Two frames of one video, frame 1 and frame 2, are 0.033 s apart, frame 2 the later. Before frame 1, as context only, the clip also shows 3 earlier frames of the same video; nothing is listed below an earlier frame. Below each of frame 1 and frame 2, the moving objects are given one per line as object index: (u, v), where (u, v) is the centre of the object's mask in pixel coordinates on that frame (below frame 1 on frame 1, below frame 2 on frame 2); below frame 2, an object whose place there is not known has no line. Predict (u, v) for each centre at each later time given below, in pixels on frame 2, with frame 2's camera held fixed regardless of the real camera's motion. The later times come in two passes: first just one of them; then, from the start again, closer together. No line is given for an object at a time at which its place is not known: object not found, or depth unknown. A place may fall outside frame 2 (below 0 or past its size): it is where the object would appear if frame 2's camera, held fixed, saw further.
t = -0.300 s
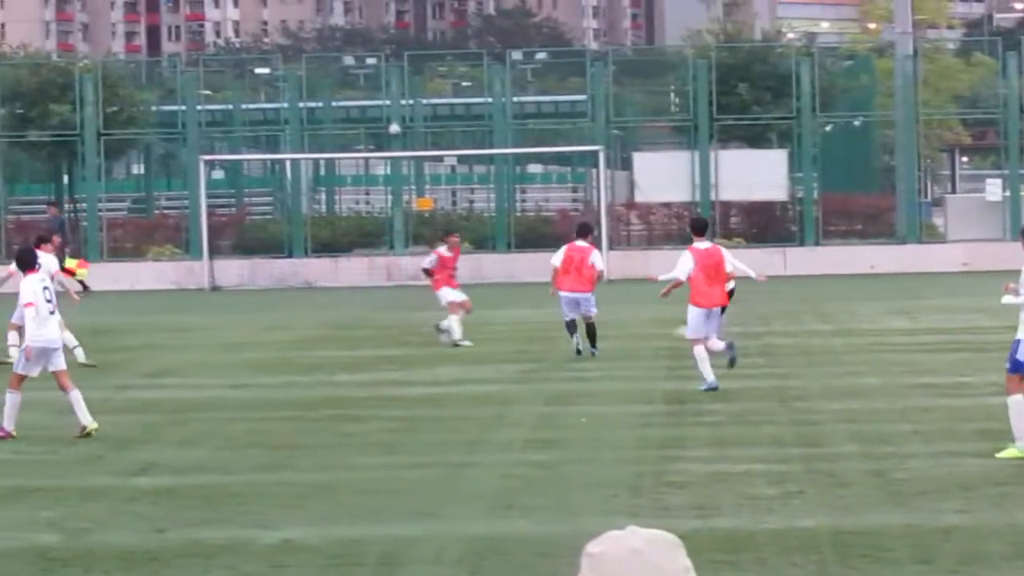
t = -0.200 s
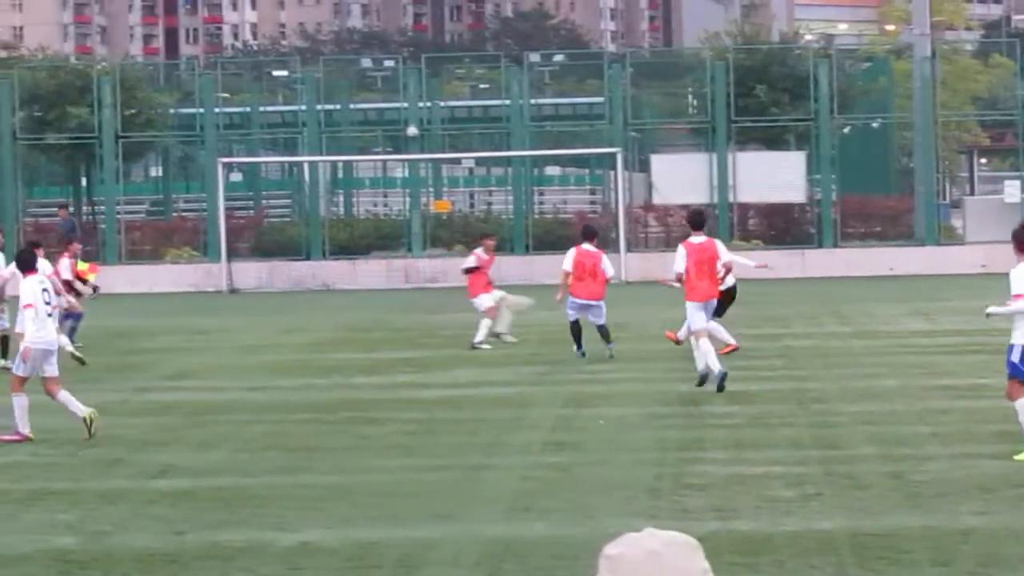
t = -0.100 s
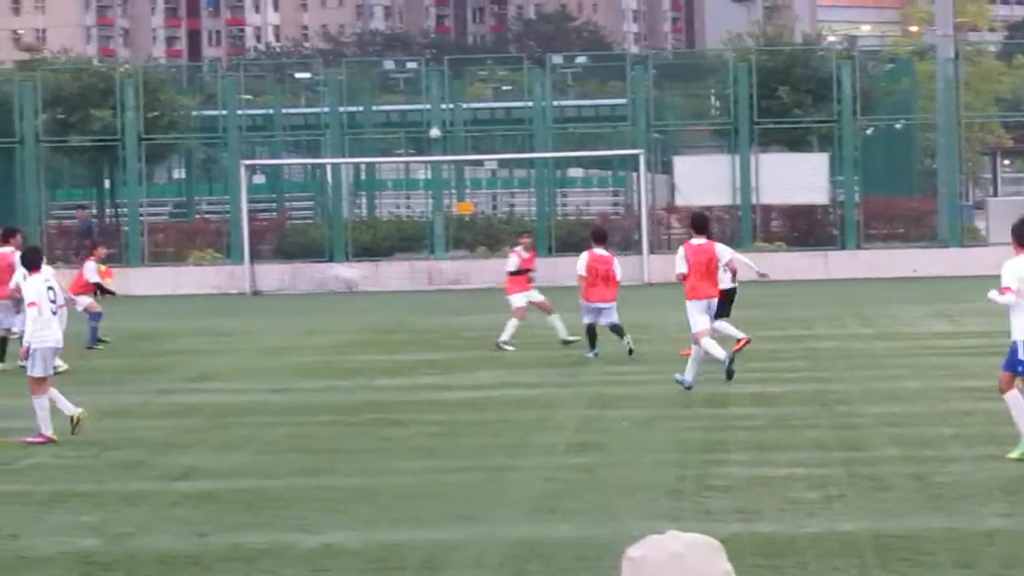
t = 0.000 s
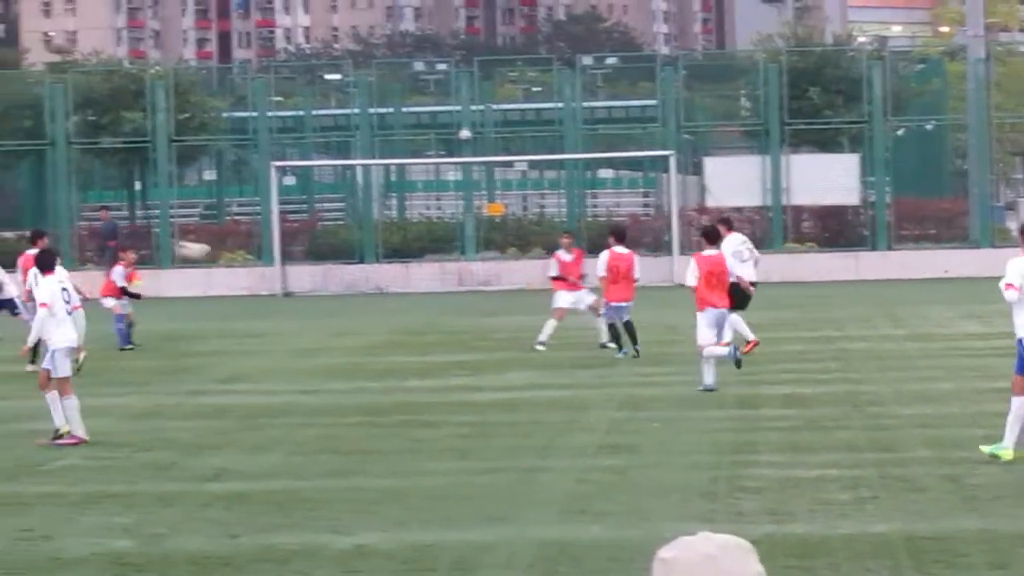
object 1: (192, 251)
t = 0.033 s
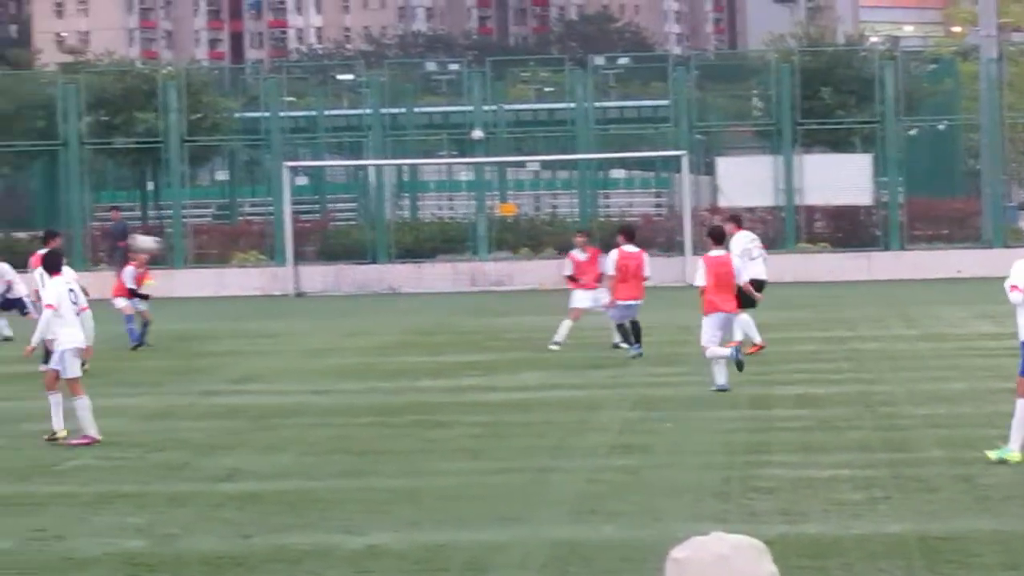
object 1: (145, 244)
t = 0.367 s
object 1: (-481, 177)
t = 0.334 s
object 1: (-411, 183)
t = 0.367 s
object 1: (-481, 177)
